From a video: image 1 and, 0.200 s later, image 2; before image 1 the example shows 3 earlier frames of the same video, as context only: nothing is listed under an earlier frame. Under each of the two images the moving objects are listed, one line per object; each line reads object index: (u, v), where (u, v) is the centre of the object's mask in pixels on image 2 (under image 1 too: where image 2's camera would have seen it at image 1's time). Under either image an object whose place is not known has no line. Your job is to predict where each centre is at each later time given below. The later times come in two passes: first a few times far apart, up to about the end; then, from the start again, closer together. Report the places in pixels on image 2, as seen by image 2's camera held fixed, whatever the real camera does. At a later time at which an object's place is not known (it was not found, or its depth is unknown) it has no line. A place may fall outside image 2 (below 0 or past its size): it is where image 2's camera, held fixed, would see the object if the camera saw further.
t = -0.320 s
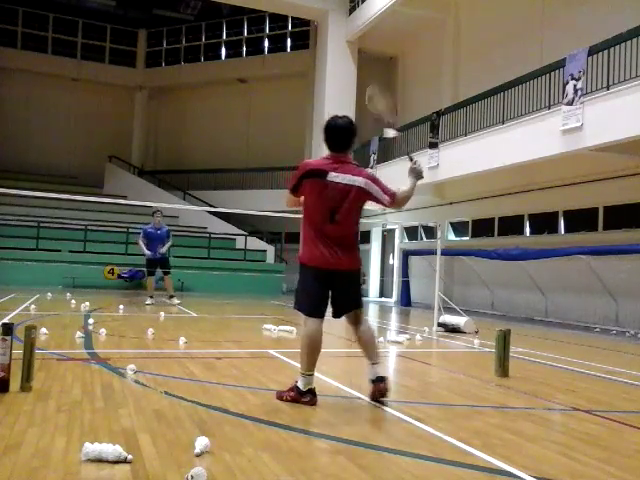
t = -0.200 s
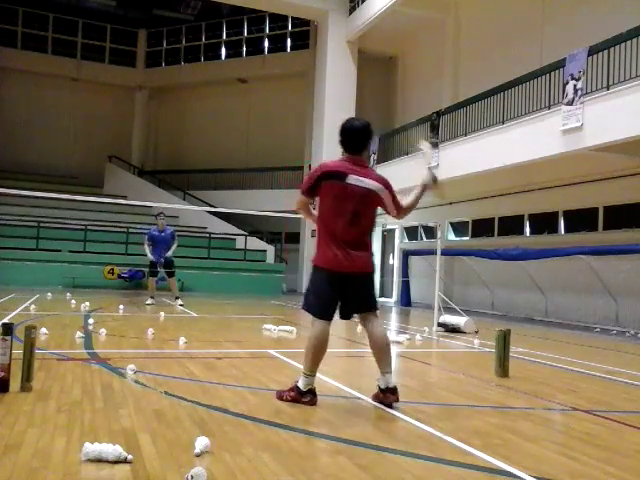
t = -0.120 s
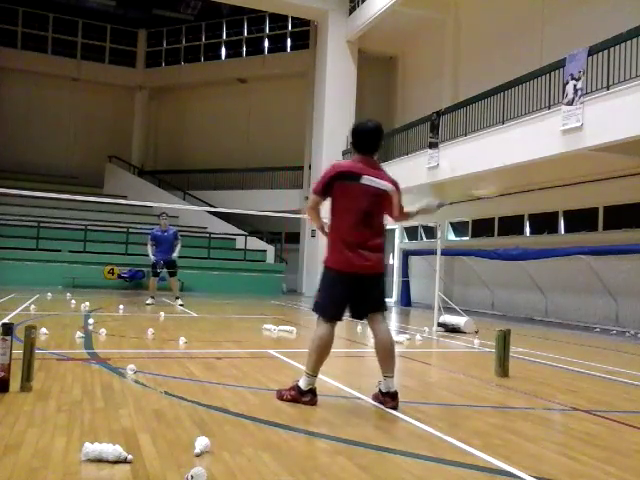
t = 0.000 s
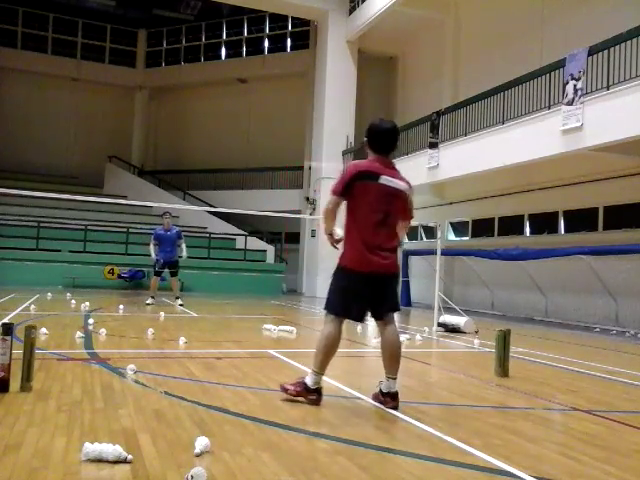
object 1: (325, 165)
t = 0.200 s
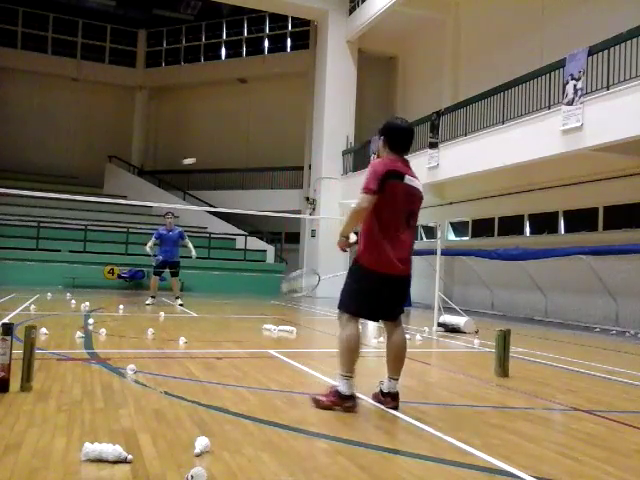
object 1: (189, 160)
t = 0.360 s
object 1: (145, 174)
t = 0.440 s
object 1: (130, 184)
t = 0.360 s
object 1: (145, 174)
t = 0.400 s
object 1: (138, 179)
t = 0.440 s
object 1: (130, 184)
